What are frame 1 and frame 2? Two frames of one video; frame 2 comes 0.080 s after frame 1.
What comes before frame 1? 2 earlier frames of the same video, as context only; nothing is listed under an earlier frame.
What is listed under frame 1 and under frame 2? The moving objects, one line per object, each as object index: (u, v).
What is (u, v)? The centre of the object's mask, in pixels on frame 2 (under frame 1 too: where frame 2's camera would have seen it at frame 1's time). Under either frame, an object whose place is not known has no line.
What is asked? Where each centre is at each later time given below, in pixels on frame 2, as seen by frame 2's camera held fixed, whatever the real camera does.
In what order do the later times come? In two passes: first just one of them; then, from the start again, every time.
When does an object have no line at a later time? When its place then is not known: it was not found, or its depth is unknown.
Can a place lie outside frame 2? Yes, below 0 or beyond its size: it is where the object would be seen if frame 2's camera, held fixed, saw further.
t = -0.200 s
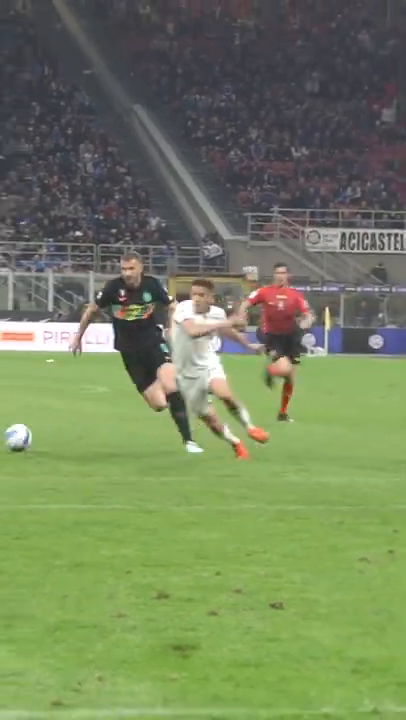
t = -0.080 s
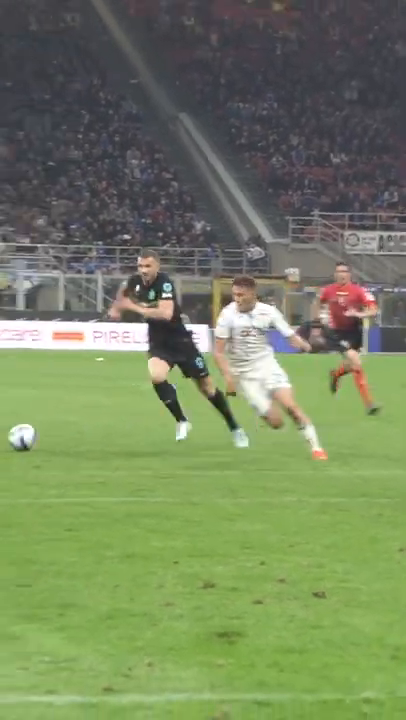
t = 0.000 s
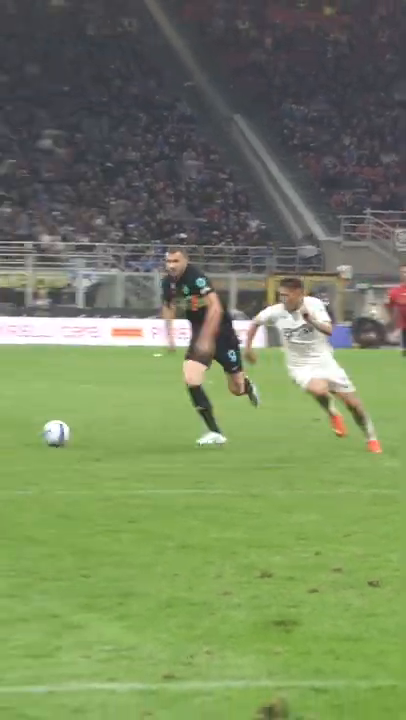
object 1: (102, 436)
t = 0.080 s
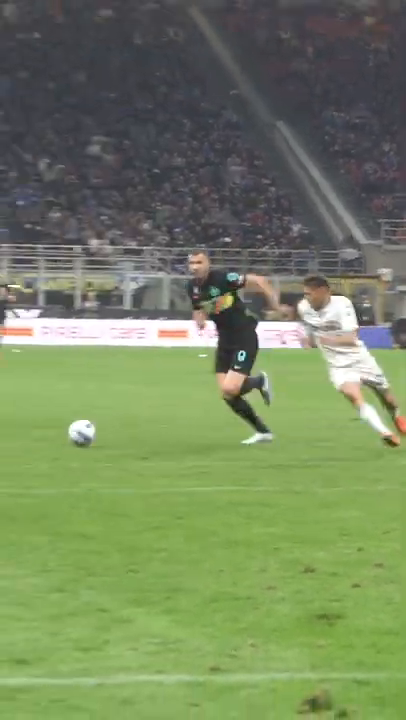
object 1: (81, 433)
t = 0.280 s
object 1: (31, 439)
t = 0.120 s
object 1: (72, 430)
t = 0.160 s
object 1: (62, 430)
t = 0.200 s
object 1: (52, 433)
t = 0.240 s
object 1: (40, 437)
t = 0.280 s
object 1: (31, 439)
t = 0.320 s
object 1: (20, 437)
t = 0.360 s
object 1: (9, 435)
